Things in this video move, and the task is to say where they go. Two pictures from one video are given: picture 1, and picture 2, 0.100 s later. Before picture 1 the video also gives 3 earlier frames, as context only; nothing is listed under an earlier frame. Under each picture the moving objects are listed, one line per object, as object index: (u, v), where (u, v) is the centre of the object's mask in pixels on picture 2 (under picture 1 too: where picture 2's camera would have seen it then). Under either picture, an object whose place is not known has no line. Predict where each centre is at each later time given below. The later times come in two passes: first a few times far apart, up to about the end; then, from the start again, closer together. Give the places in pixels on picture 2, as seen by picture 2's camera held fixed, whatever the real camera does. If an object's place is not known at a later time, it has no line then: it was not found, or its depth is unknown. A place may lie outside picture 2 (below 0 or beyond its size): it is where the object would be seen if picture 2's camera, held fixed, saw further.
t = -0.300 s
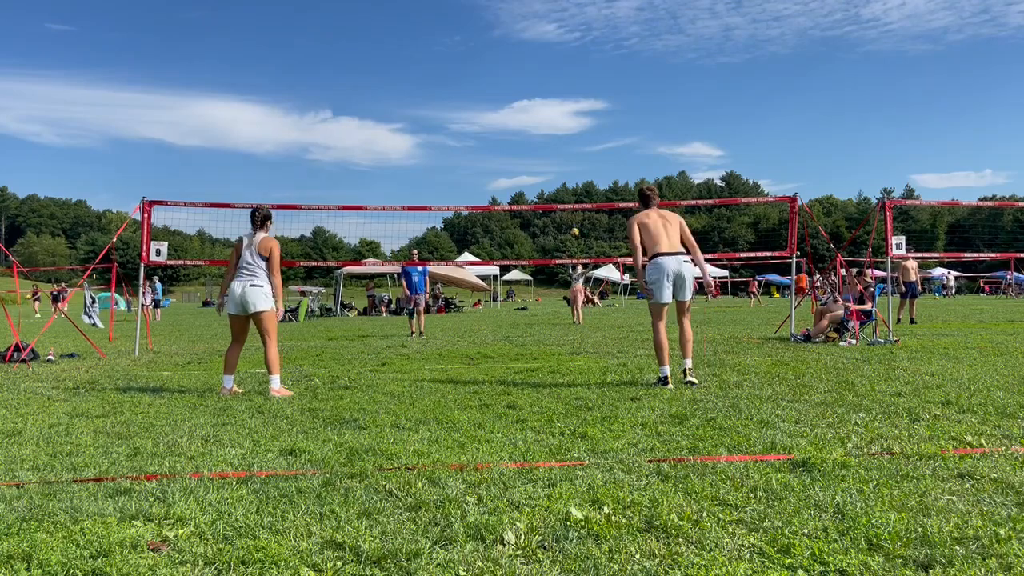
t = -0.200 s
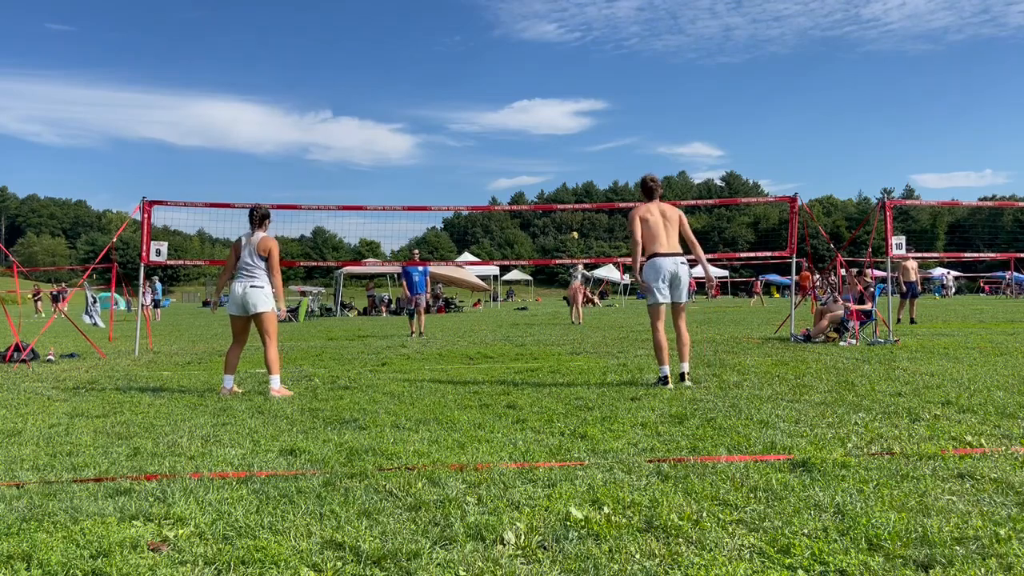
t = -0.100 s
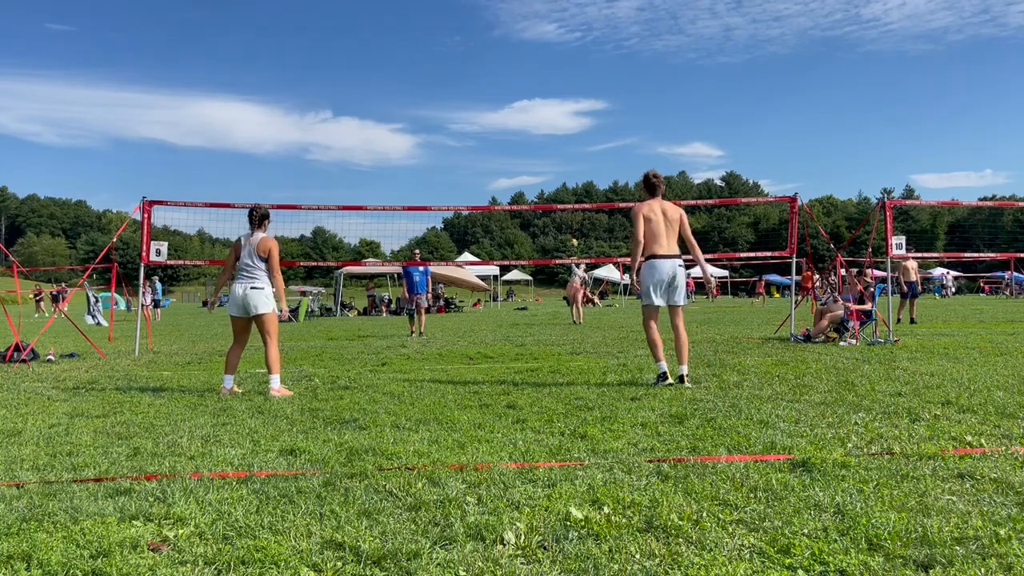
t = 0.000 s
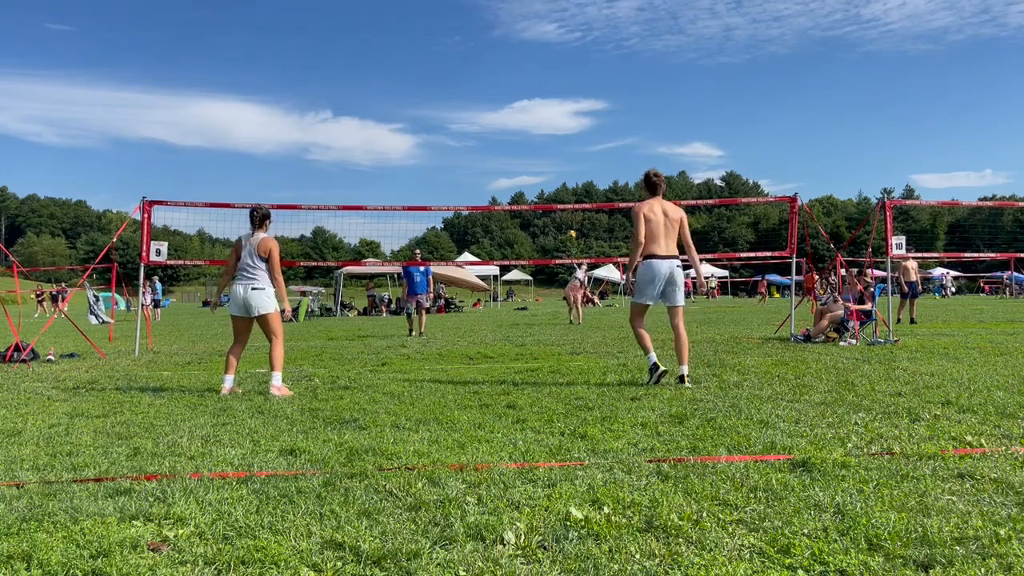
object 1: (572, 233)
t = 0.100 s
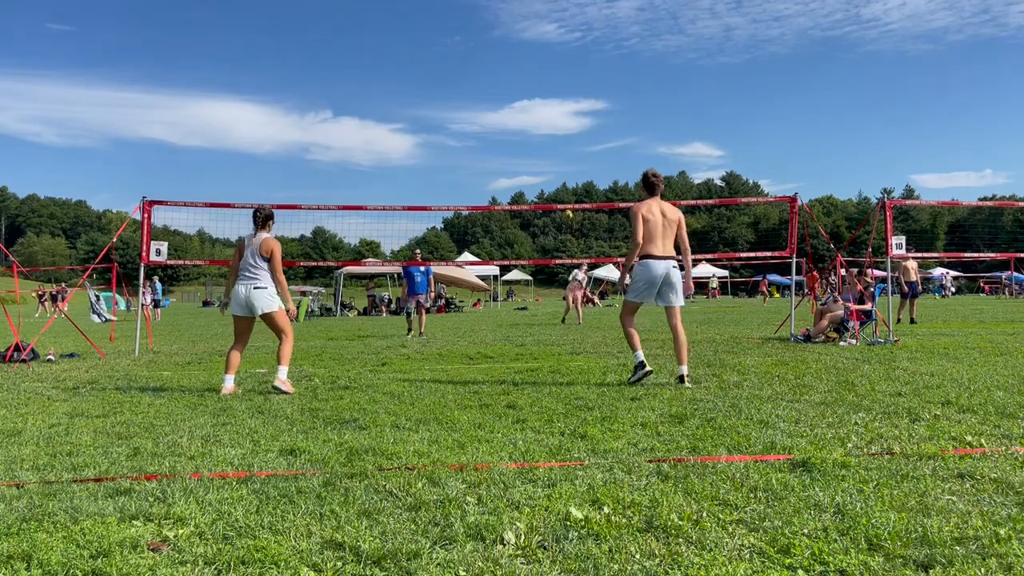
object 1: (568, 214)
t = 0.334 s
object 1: (556, 171)
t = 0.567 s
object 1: (543, 135)
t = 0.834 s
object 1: (515, 118)
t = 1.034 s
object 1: (479, 145)
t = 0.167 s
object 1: (565, 201)
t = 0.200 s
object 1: (564, 195)
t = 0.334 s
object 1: (556, 171)
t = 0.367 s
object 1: (554, 165)
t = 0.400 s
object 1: (552, 160)
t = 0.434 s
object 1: (550, 154)
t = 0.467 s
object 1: (548, 149)
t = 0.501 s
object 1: (547, 144)
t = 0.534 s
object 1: (544, 139)
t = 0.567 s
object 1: (543, 135)
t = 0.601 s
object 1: (540, 131)
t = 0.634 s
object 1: (537, 127)
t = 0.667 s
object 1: (534, 124)
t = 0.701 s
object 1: (531, 122)
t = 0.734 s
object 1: (528, 120)
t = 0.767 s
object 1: (524, 119)
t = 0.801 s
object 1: (520, 118)
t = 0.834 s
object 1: (515, 118)
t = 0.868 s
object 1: (510, 120)
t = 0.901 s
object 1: (505, 122)
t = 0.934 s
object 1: (500, 126)
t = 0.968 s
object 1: (493, 131)
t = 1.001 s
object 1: (486, 138)
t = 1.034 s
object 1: (479, 145)
